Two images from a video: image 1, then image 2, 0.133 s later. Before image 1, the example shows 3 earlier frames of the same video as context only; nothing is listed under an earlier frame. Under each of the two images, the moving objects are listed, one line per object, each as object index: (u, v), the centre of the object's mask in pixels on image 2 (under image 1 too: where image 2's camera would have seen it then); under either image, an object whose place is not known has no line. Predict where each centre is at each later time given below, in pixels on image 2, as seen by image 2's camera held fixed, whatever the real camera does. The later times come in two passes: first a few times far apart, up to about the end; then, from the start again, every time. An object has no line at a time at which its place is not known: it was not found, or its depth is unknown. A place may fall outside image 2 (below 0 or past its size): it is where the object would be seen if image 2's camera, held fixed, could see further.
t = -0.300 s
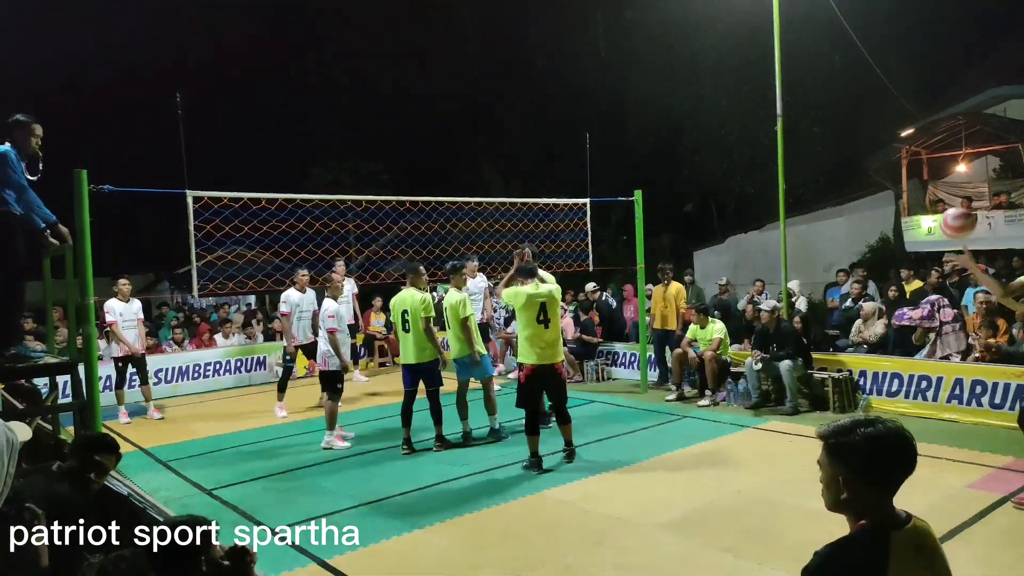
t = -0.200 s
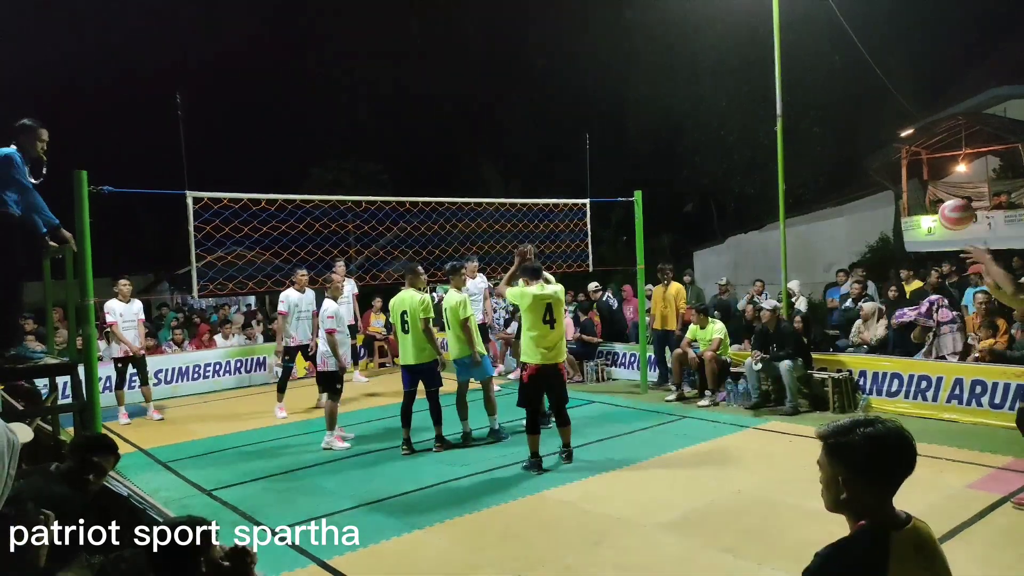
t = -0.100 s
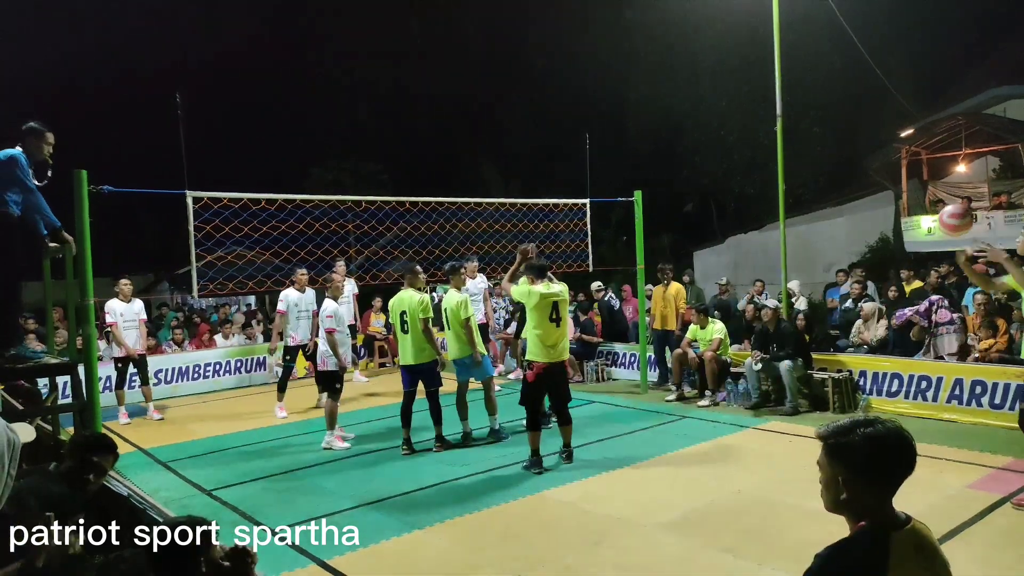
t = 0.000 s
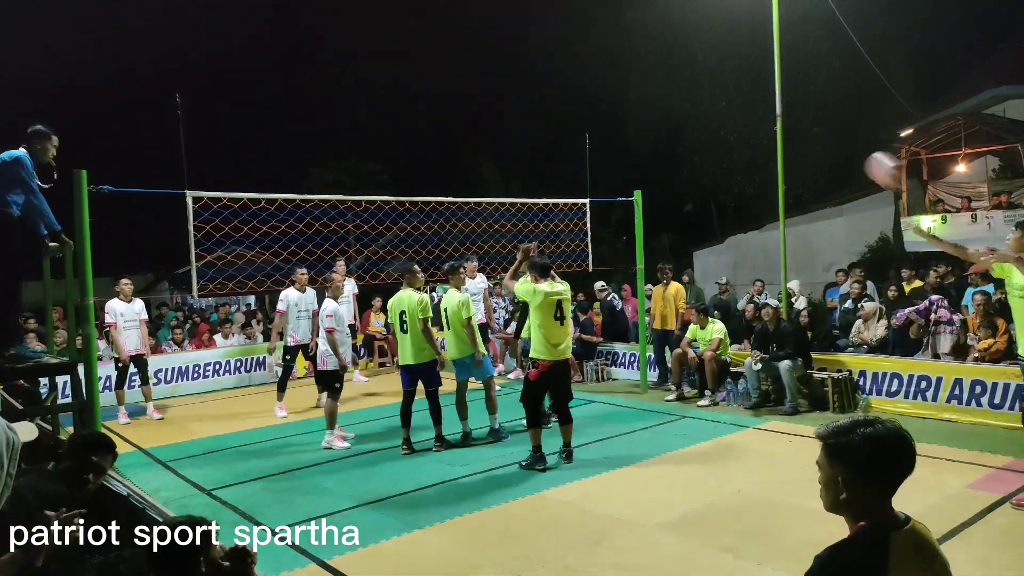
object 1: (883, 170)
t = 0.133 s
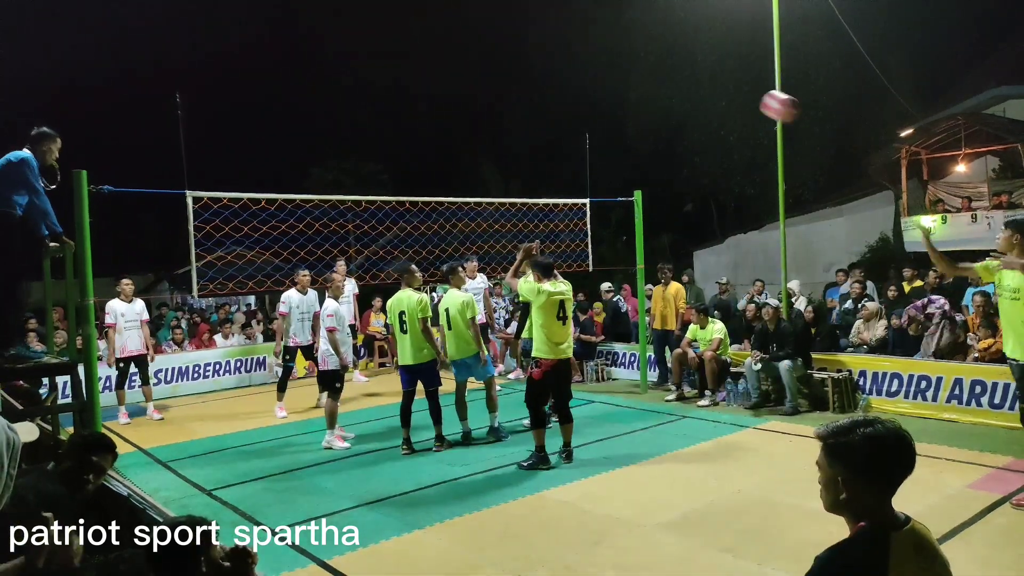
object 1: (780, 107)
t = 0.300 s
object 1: (678, 71)
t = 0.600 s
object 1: (556, 90)
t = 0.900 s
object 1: (483, 173)
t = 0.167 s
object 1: (756, 96)
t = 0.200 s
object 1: (734, 87)
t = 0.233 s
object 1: (715, 80)
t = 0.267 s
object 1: (696, 75)
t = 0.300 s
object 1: (678, 71)
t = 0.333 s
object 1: (662, 68)
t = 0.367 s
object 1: (646, 67)
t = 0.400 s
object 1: (631, 68)
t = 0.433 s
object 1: (616, 69)
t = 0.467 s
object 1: (603, 72)
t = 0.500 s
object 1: (590, 75)
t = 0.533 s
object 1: (578, 79)
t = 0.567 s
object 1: (567, 84)
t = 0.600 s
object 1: (556, 90)
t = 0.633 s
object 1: (546, 97)
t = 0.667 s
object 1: (537, 104)
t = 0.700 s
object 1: (528, 112)
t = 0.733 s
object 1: (520, 121)
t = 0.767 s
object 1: (511, 131)
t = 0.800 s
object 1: (504, 141)
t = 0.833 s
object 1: (496, 151)
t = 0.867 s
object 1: (489, 162)
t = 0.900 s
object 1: (483, 173)
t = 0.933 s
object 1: (476, 185)
